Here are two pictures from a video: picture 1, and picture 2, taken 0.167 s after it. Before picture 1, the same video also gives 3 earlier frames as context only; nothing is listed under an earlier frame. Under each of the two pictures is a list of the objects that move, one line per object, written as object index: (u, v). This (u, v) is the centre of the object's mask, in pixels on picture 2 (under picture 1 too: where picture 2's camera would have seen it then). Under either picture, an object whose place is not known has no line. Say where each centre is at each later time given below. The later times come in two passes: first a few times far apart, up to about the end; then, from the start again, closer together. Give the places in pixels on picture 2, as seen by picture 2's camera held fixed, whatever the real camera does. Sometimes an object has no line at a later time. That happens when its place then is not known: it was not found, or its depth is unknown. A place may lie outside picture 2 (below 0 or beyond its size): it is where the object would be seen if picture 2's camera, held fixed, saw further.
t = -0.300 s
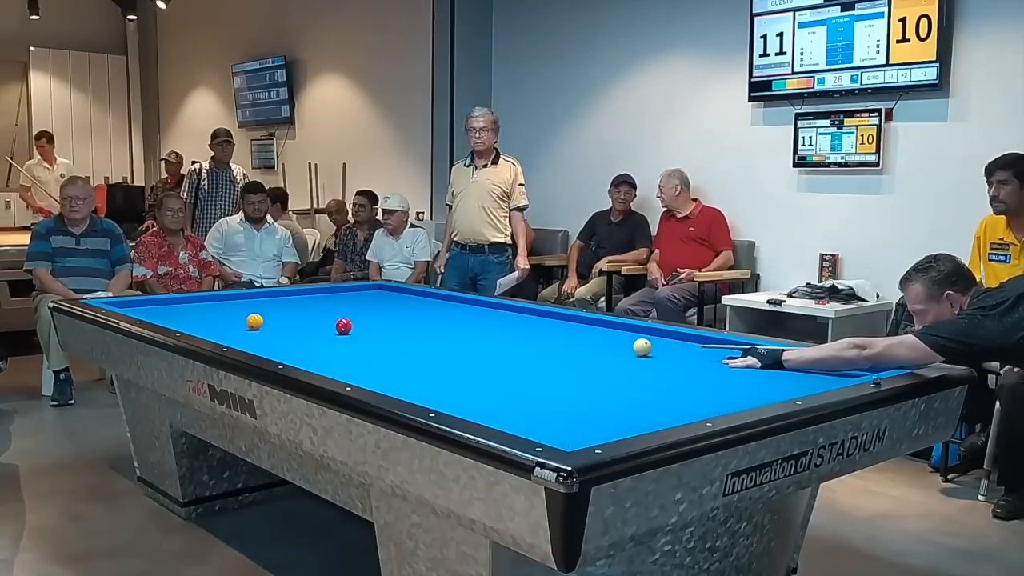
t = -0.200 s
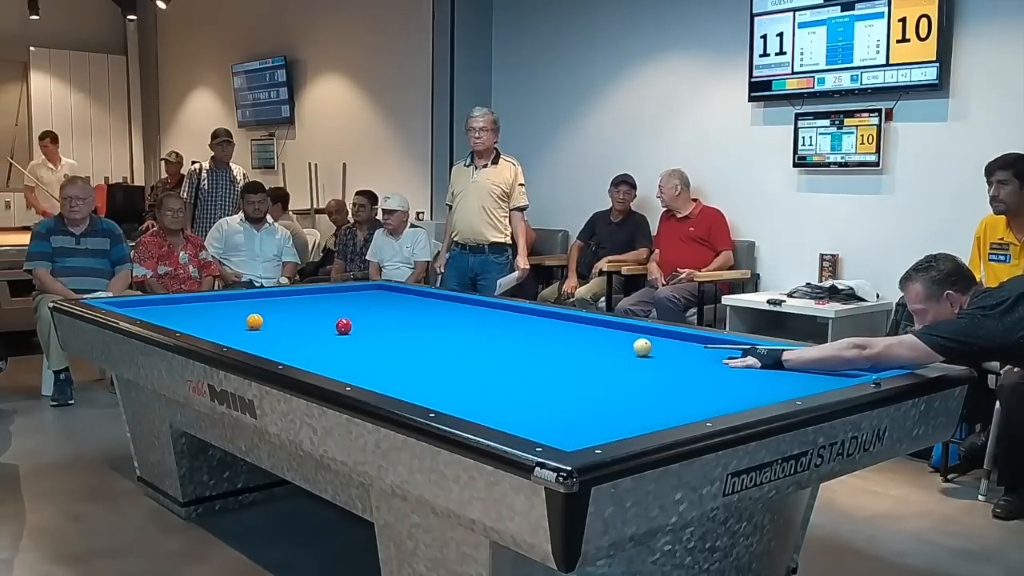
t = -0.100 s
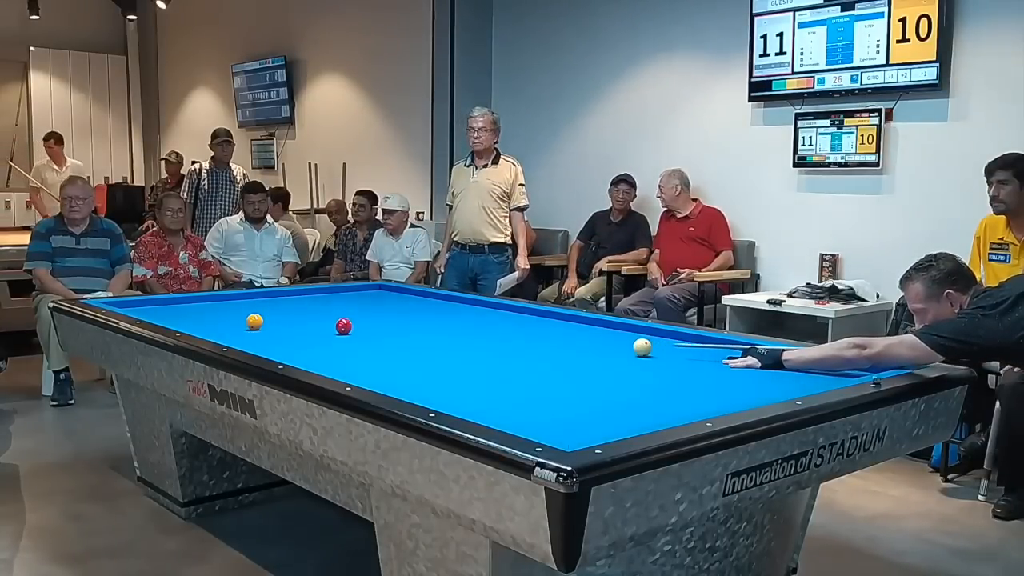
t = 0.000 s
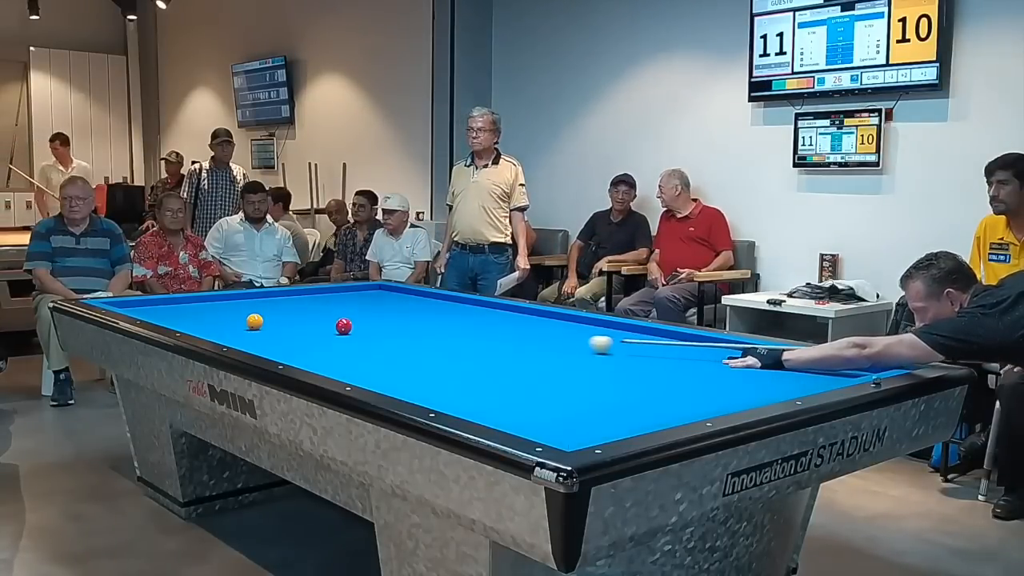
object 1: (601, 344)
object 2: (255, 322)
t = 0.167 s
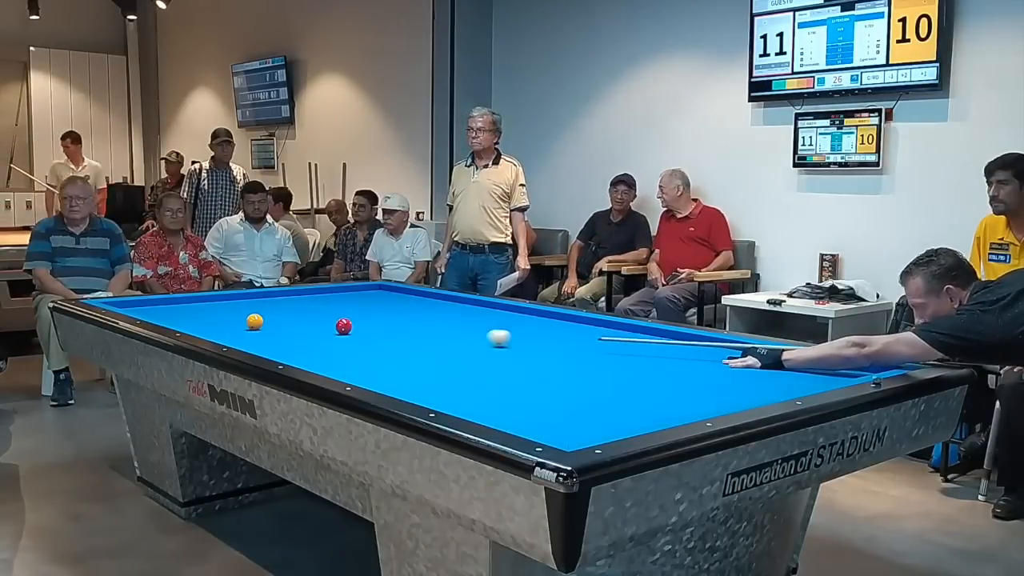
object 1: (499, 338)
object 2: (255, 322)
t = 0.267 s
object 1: (441, 334)
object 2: (255, 322)
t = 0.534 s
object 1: (295, 326)
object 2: (254, 322)
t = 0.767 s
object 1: (185, 324)
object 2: (243, 315)
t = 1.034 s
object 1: (228, 315)
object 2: (231, 305)
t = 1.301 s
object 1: (259, 307)
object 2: (219, 301)
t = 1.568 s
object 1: (285, 300)
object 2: (215, 297)
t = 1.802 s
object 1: (306, 294)
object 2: (232, 299)
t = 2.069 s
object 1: (326, 289)
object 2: (250, 301)
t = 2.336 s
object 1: (367, 288)
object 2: (268, 304)
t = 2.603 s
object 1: (393, 289)
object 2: (289, 307)
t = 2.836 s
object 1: (389, 292)
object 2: (304, 309)
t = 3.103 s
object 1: (385, 296)
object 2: (322, 312)
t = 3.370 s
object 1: (381, 300)
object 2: (340, 313)
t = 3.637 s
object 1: (376, 304)
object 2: (358, 317)
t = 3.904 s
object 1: (371, 307)
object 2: (376, 319)
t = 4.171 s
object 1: (367, 312)
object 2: (394, 322)
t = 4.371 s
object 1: (363, 315)
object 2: (407, 323)
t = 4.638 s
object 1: (358, 320)
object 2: (424, 326)
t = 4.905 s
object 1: (355, 324)
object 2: (442, 328)
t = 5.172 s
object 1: (360, 326)
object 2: (459, 331)
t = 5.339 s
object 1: (363, 327)
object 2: (469, 332)
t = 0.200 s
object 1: (479, 336)
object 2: (254, 322)
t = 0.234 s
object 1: (460, 335)
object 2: (255, 322)
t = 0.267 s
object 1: (441, 334)
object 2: (255, 322)
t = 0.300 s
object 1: (422, 333)
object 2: (255, 322)
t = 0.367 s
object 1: (385, 331)
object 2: (254, 322)
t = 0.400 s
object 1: (367, 330)
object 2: (255, 322)
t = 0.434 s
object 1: (349, 329)
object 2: (255, 322)
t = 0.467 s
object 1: (329, 328)
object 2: (254, 322)
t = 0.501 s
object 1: (312, 327)
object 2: (254, 322)
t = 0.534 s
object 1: (295, 326)
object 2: (254, 322)
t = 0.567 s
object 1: (277, 325)
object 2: (254, 322)
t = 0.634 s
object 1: (245, 324)
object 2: (255, 319)
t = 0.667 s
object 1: (230, 325)
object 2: (250, 319)
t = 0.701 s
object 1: (215, 325)
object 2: (248, 317)
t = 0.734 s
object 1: (201, 324)
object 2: (245, 316)
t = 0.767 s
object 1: (185, 324)
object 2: (243, 315)
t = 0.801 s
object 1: (187, 323)
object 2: (241, 314)
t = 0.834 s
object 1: (195, 323)
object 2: (240, 313)
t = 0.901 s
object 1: (209, 320)
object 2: (236, 311)
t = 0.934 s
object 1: (215, 319)
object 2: (235, 310)
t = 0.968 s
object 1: (220, 318)
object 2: (234, 309)
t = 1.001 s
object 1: (225, 317)
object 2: (233, 308)
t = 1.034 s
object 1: (228, 315)
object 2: (231, 305)
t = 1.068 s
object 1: (233, 314)
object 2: (228, 305)
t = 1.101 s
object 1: (237, 313)
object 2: (226, 305)
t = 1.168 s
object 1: (245, 311)
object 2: (224, 304)
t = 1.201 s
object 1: (248, 310)
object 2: (223, 303)
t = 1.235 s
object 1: (252, 309)
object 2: (222, 303)
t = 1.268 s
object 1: (256, 308)
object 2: (220, 302)
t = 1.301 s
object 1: (259, 307)
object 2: (219, 301)
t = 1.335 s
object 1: (262, 306)
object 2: (218, 300)
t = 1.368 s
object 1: (266, 306)
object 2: (216, 300)
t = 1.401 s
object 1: (269, 304)
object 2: (215, 299)
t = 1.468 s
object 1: (276, 303)
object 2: (213, 297)
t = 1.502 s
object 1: (279, 302)
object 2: (212, 296)
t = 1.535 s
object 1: (282, 301)
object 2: (212, 296)
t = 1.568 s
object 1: (285, 300)
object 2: (215, 297)
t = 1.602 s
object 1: (288, 299)
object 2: (218, 297)
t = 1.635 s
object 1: (291, 298)
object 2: (221, 297)
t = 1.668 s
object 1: (294, 297)
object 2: (223, 298)
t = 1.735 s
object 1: (300, 296)
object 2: (227, 298)
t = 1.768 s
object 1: (303, 295)
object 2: (230, 299)
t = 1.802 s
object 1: (306, 294)
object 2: (232, 299)
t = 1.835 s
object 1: (309, 294)
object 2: (234, 300)
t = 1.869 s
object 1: (311, 293)
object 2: (236, 300)
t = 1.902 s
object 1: (313, 292)
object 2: (239, 300)
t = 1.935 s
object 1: (316, 291)
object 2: (241, 300)
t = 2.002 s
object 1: (321, 290)
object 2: (246, 301)
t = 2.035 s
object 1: (324, 289)
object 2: (248, 301)
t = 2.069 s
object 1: (326, 289)
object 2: (250, 301)
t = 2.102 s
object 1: (331, 288)
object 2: (252, 302)
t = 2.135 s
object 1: (336, 288)
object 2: (254, 302)
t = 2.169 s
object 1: (342, 288)
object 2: (256, 303)
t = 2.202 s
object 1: (347, 288)
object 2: (259, 303)
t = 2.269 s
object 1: (357, 288)
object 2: (263, 303)
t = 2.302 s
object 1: (362, 288)
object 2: (265, 304)
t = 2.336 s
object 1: (367, 288)
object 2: (268, 304)
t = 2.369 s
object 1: (373, 288)
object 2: (270, 304)
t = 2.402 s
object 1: (382, 288)
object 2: (275, 305)
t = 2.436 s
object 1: (388, 288)
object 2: (277, 305)
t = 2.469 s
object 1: (392, 288)
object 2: (279, 306)
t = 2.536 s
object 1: (394, 288)
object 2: (284, 306)
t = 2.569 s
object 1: (393, 289)
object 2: (286, 307)
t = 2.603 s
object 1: (393, 289)
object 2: (289, 307)
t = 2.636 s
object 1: (392, 290)
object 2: (290, 307)
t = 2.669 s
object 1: (392, 290)
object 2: (293, 308)
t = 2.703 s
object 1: (391, 290)
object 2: (295, 308)
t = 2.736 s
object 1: (391, 291)
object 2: (297, 308)
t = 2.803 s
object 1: (390, 292)
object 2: (302, 309)
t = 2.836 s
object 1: (389, 292)
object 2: (304, 309)
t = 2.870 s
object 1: (389, 293)
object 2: (306, 310)
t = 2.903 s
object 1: (388, 293)
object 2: (309, 310)
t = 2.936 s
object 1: (388, 294)
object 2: (311, 310)
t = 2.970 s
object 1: (387, 294)
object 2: (313, 310)
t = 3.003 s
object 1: (387, 295)
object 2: (315, 311)
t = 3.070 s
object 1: (386, 296)
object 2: (320, 311)
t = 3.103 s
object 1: (385, 296)
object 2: (322, 312)
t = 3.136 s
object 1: (385, 297)
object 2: (324, 312)
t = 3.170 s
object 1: (384, 297)
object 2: (327, 312)
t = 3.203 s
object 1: (384, 297)
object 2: (329, 312)
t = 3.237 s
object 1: (383, 298)
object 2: (331, 313)
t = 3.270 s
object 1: (383, 298)
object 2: (334, 313)
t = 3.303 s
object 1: (382, 299)
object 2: (336, 313)
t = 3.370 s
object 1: (381, 300)
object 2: (340, 313)
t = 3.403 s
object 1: (380, 300)
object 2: (342, 313)
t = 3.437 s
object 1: (380, 301)
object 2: (345, 313)
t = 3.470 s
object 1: (379, 301)
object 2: (347, 314)
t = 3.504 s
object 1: (379, 302)
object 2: (350, 314)
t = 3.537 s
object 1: (378, 303)
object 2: (352, 315)
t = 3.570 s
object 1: (377, 303)
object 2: (354, 316)
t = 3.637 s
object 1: (376, 304)
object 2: (358, 317)
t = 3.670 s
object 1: (376, 304)
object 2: (361, 317)
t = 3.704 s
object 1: (375, 305)
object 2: (363, 317)
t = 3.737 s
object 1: (375, 305)
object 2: (365, 318)
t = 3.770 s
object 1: (374, 305)
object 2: (367, 318)
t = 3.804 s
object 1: (374, 306)
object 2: (370, 318)
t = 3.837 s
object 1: (373, 306)
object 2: (372, 318)
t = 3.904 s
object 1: (371, 307)
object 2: (376, 319)
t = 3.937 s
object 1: (371, 308)
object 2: (378, 319)
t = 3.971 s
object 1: (370, 309)
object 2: (381, 319)
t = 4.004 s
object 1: (370, 309)
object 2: (383, 320)
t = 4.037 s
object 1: (369, 310)
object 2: (385, 320)
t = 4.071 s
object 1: (368, 311)
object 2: (387, 321)
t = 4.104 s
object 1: (368, 311)
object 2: (389, 321)
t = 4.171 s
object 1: (367, 312)
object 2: (394, 322)
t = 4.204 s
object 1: (366, 313)
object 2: (396, 322)
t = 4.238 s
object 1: (365, 314)
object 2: (398, 322)
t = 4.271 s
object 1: (365, 314)
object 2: (401, 322)
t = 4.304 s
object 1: (364, 314)
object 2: (403, 323)
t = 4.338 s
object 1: (363, 315)
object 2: (405, 323)
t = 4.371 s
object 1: (363, 315)
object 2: (407, 323)
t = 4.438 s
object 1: (362, 317)
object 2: (411, 324)
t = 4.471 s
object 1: (361, 317)
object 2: (413, 324)
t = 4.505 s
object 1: (360, 318)
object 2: (416, 325)
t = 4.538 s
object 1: (359, 319)
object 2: (418, 325)
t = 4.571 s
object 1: (359, 319)
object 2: (420, 325)
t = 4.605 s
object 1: (358, 320)
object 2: (422, 325)
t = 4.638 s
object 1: (358, 320)
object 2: (424, 326)
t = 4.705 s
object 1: (357, 321)
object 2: (428, 326)
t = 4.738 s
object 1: (356, 321)
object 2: (431, 327)
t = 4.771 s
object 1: (356, 322)
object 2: (433, 327)
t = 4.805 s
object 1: (356, 322)
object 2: (435, 327)
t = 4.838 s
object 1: (355, 323)
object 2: (437, 328)
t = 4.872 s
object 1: (355, 323)
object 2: (439, 328)
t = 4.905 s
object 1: (355, 324)
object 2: (442, 328)
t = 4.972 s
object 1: (355, 325)
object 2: (446, 329)
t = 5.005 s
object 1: (356, 325)
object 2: (448, 329)
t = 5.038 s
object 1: (357, 325)
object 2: (450, 329)
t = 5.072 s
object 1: (357, 325)
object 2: (452, 329)
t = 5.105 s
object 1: (358, 326)
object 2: (454, 330)
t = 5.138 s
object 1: (359, 326)
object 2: (457, 330)
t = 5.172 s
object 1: (360, 326)
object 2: (459, 331)
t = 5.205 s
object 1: (360, 326)
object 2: (461, 331)
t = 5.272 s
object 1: (361, 327)
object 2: (465, 331)
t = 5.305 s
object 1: (362, 327)
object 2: (467, 332)
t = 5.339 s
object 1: (363, 327)
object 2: (469, 332)
